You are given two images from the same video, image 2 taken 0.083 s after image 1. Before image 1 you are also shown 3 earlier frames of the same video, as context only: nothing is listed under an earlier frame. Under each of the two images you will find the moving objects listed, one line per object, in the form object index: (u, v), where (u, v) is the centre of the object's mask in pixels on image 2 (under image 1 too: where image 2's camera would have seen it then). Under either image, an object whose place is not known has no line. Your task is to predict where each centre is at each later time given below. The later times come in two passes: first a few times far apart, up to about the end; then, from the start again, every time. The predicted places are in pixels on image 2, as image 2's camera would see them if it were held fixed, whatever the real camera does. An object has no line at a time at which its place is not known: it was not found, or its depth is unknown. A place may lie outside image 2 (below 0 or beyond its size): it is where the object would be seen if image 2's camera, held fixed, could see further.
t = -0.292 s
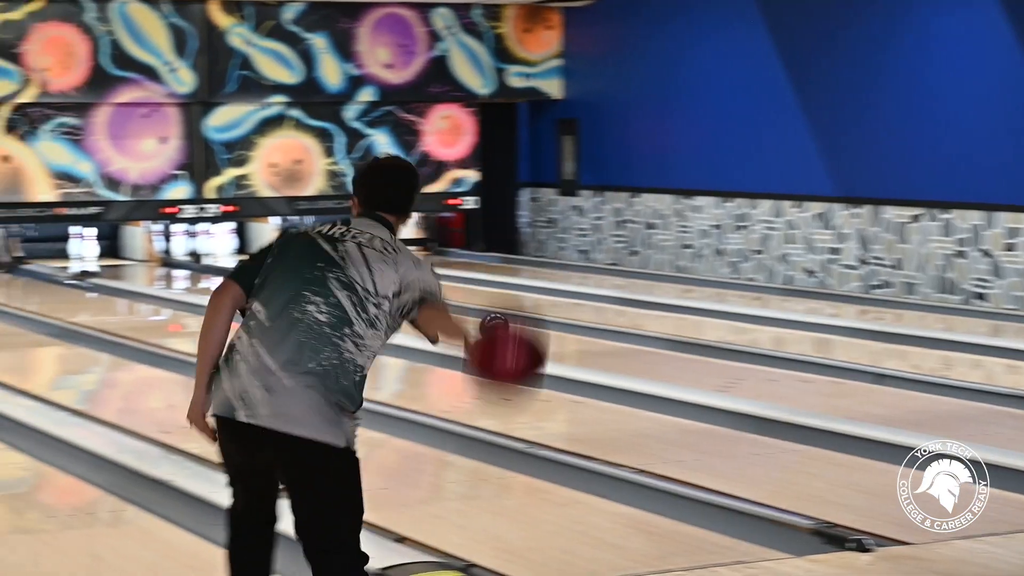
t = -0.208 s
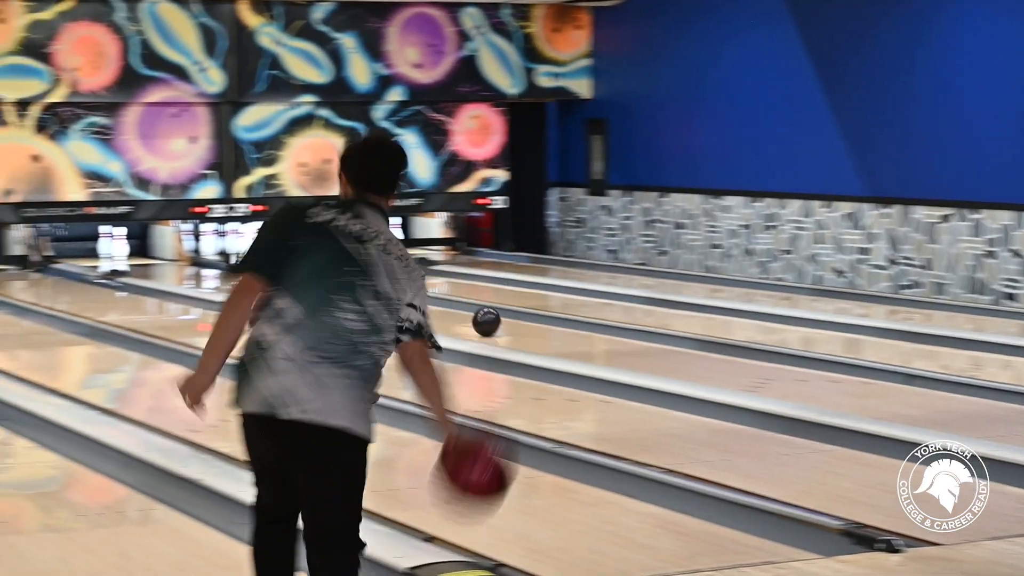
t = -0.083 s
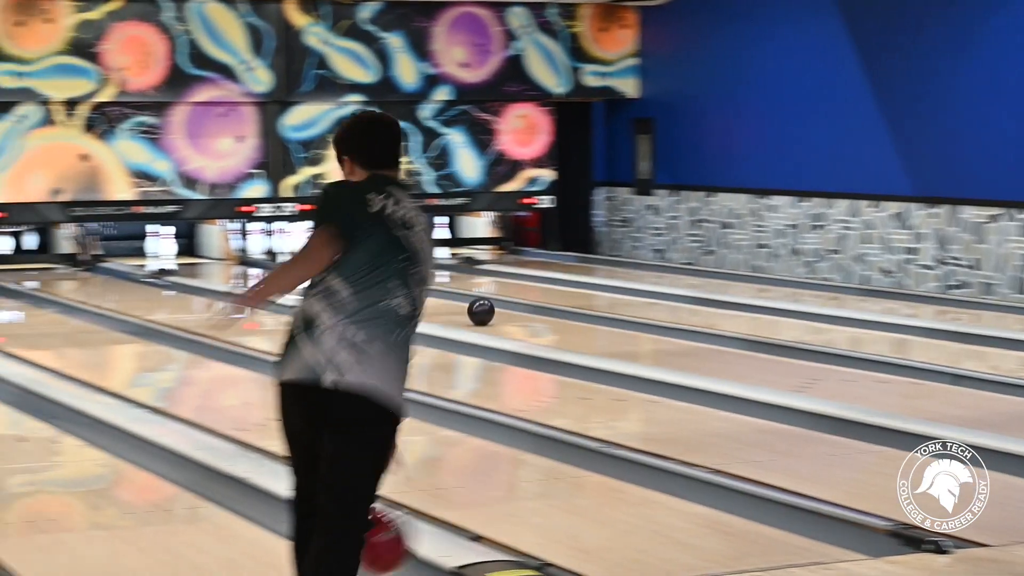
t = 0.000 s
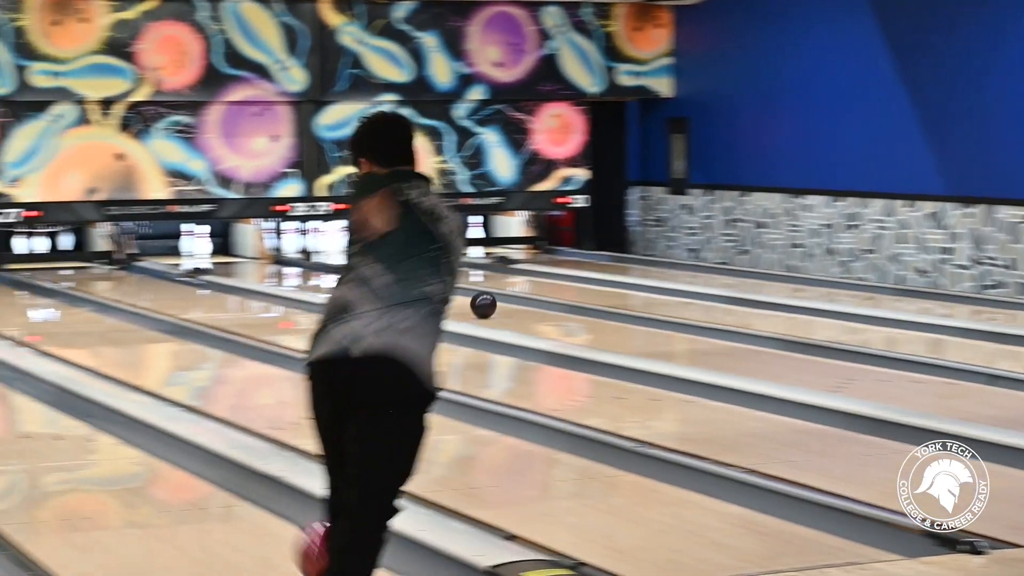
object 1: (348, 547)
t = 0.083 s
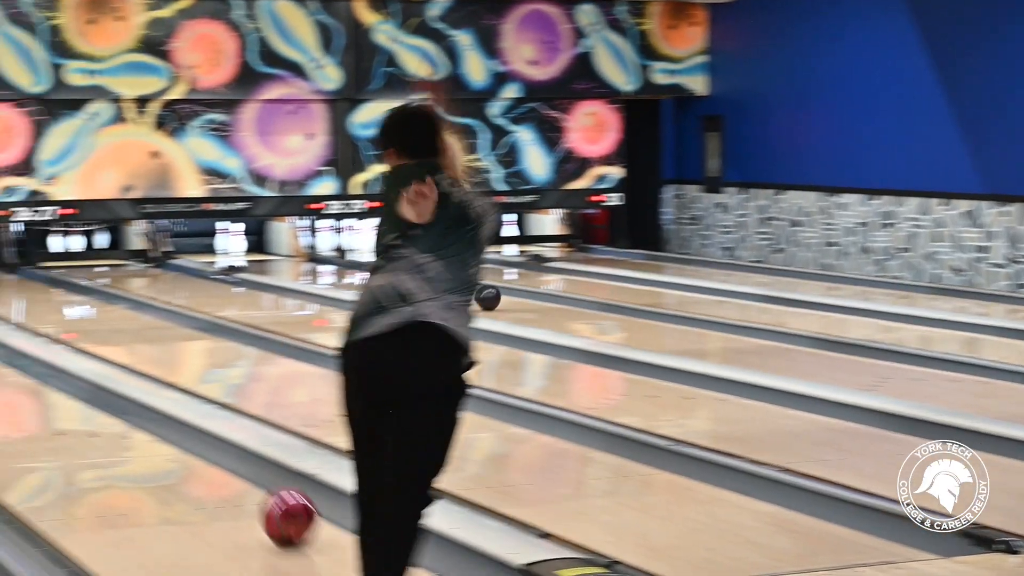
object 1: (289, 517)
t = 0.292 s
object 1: (153, 451)
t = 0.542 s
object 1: (36, 399)
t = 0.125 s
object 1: (257, 501)
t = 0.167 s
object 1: (229, 487)
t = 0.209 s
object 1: (201, 473)
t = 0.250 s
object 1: (177, 462)
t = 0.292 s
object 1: (153, 451)
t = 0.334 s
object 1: (130, 440)
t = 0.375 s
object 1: (109, 431)
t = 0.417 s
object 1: (89, 422)
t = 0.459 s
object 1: (71, 413)
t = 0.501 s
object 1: (53, 406)
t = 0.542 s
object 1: (36, 399)
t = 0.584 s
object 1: (19, 391)
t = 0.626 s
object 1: (4, 385)
